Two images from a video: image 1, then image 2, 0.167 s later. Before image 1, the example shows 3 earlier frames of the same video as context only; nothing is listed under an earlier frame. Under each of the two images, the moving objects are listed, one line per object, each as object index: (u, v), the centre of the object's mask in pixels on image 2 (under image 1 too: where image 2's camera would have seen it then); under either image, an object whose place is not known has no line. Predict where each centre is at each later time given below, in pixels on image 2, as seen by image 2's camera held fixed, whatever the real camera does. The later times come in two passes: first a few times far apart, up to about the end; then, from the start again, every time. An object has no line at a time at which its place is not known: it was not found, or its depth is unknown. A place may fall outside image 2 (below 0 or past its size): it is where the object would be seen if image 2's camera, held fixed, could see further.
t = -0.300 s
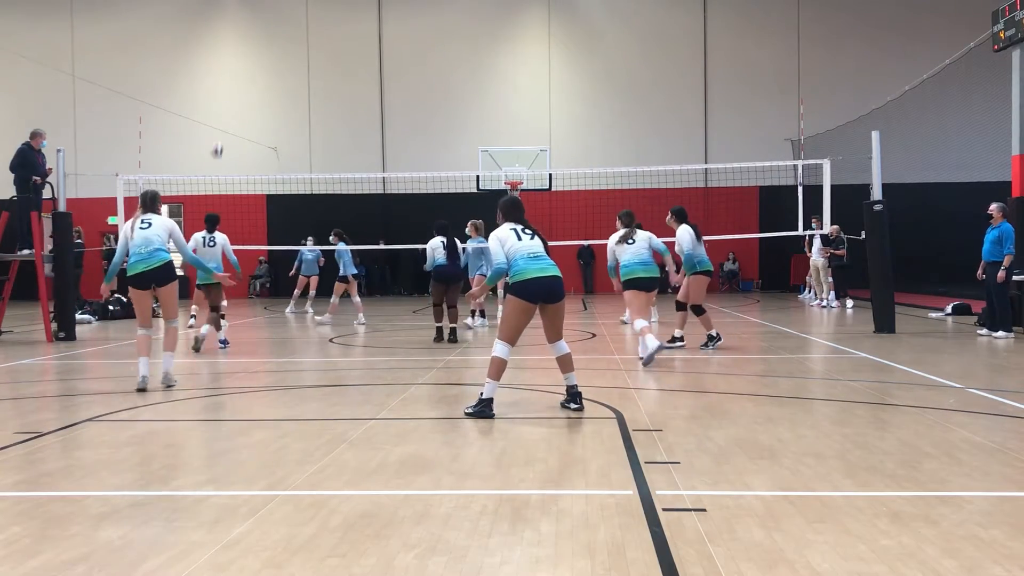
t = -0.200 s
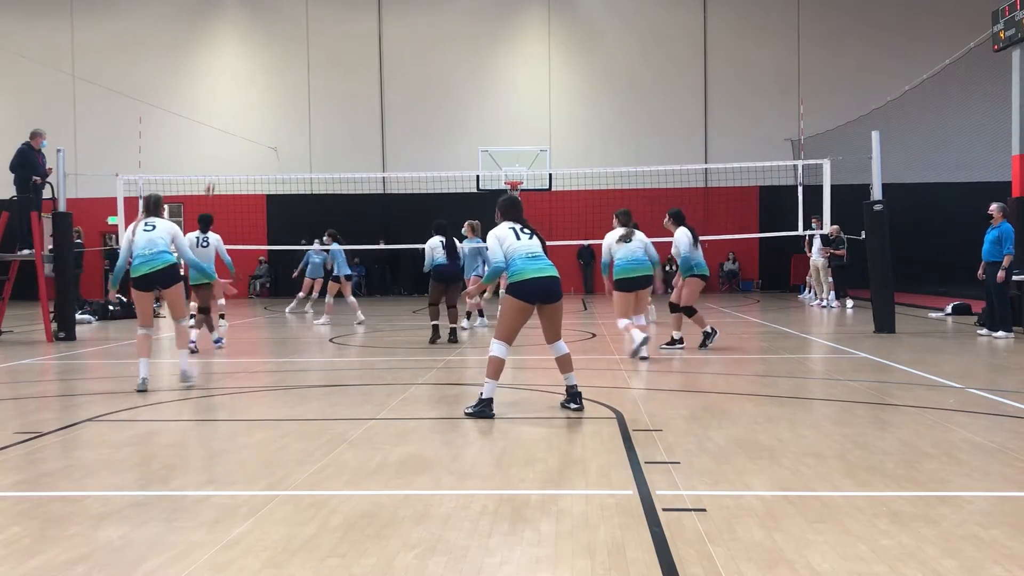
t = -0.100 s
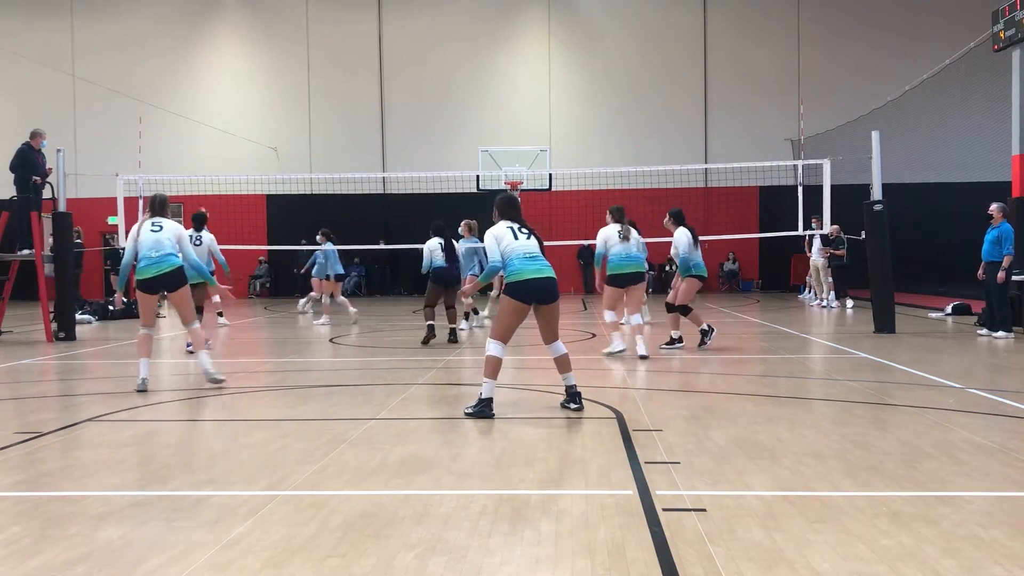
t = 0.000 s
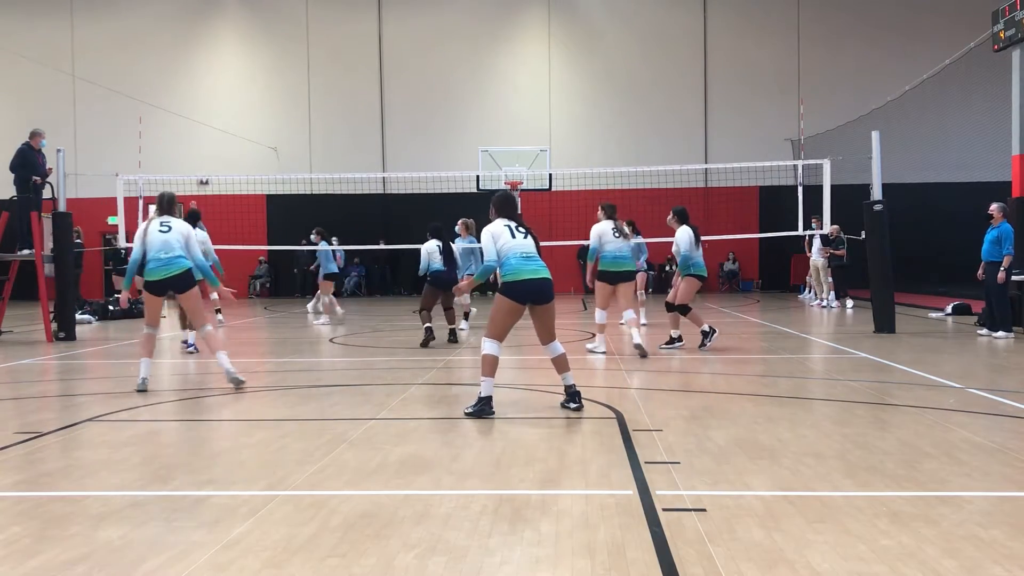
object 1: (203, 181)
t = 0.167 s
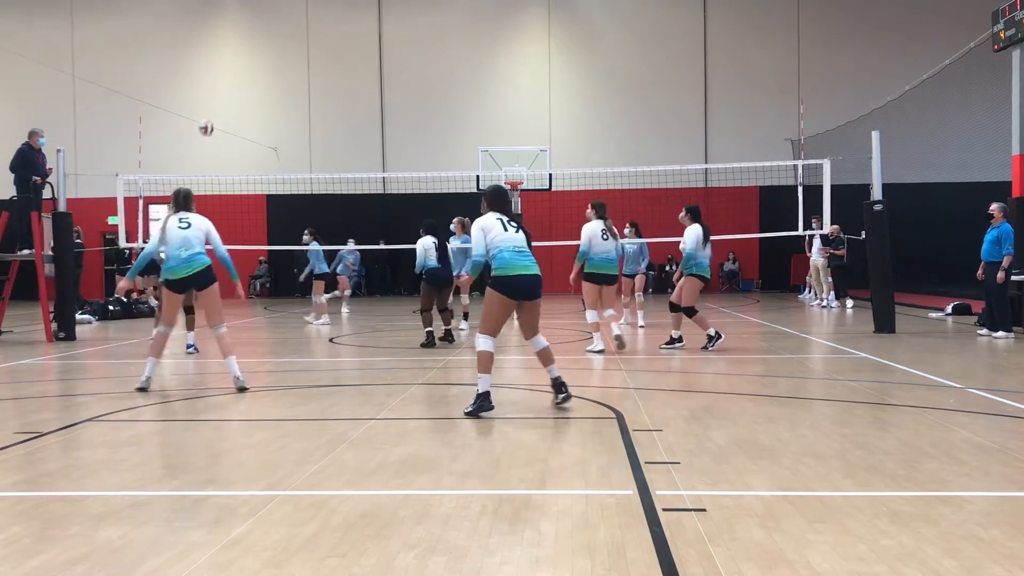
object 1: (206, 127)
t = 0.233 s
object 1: (208, 110)
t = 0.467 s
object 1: (219, 69)
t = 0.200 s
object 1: (207, 119)
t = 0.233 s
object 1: (208, 110)
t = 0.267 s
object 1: (209, 102)
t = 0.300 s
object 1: (210, 94)
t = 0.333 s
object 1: (213, 87)
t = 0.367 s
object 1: (214, 81)
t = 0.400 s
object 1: (216, 77)
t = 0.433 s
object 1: (217, 72)
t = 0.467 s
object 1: (219, 69)
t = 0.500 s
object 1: (221, 66)
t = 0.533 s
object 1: (224, 65)
